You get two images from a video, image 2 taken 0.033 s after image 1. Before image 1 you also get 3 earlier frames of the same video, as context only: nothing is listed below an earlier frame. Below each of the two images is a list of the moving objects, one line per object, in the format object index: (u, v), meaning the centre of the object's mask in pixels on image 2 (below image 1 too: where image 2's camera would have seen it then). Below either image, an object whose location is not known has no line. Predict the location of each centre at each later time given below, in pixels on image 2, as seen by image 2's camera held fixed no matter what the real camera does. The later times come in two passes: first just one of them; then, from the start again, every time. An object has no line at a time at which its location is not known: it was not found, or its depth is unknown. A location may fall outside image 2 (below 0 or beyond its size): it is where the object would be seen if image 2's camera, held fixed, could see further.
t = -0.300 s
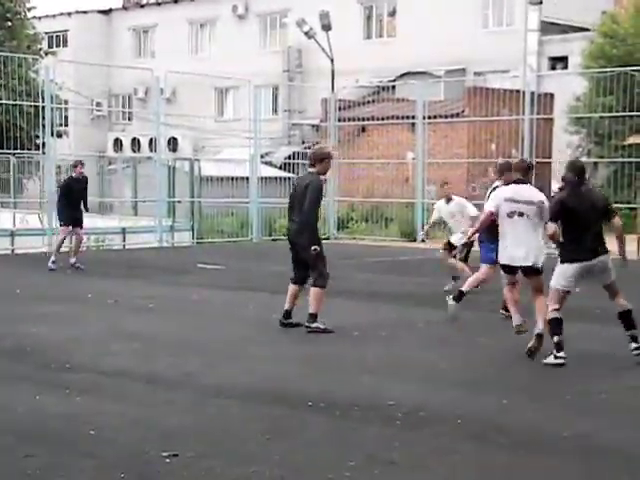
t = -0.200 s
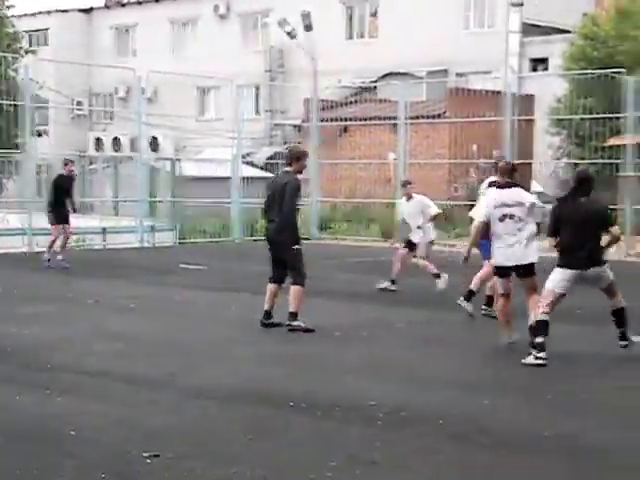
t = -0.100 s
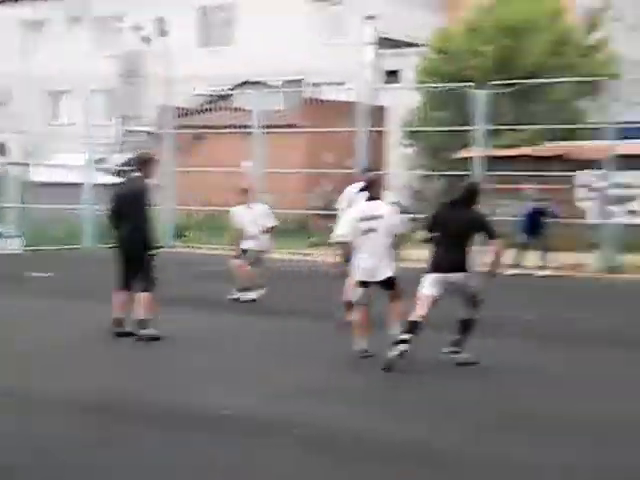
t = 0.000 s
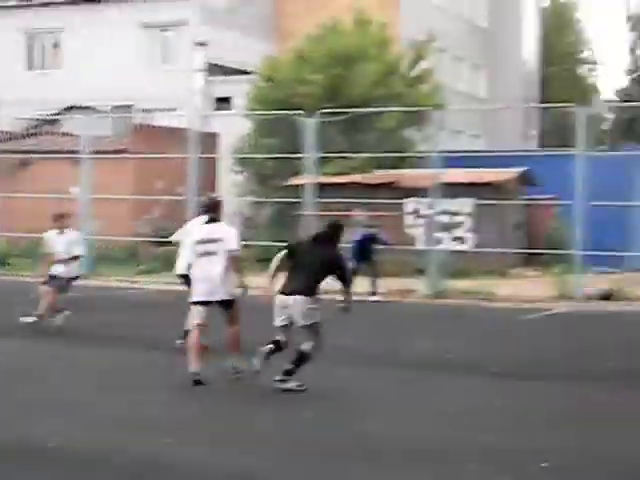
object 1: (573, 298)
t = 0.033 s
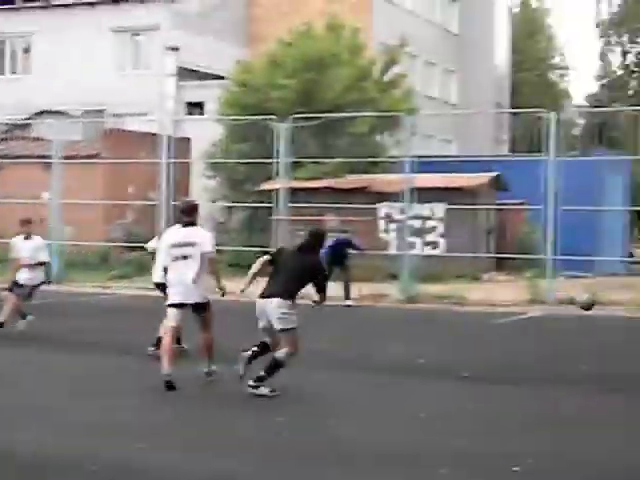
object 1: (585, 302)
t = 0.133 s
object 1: (615, 321)
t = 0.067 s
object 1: (596, 308)
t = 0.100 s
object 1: (608, 316)
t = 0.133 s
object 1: (615, 321)
